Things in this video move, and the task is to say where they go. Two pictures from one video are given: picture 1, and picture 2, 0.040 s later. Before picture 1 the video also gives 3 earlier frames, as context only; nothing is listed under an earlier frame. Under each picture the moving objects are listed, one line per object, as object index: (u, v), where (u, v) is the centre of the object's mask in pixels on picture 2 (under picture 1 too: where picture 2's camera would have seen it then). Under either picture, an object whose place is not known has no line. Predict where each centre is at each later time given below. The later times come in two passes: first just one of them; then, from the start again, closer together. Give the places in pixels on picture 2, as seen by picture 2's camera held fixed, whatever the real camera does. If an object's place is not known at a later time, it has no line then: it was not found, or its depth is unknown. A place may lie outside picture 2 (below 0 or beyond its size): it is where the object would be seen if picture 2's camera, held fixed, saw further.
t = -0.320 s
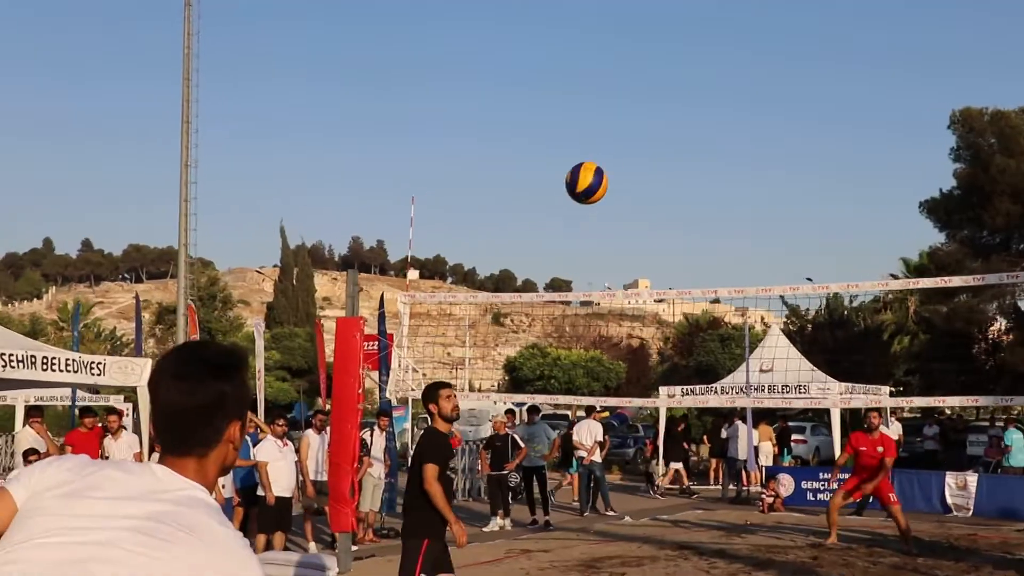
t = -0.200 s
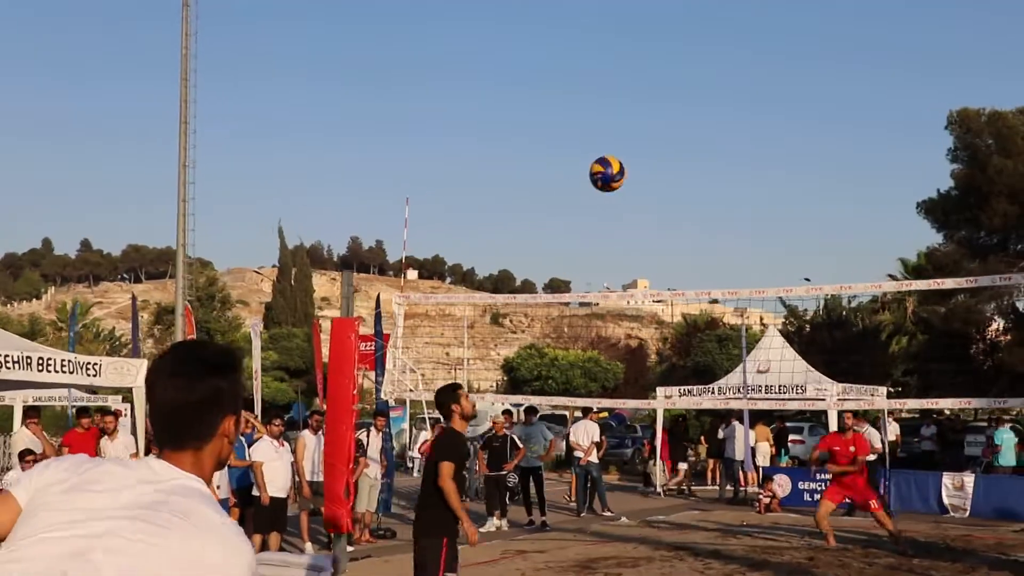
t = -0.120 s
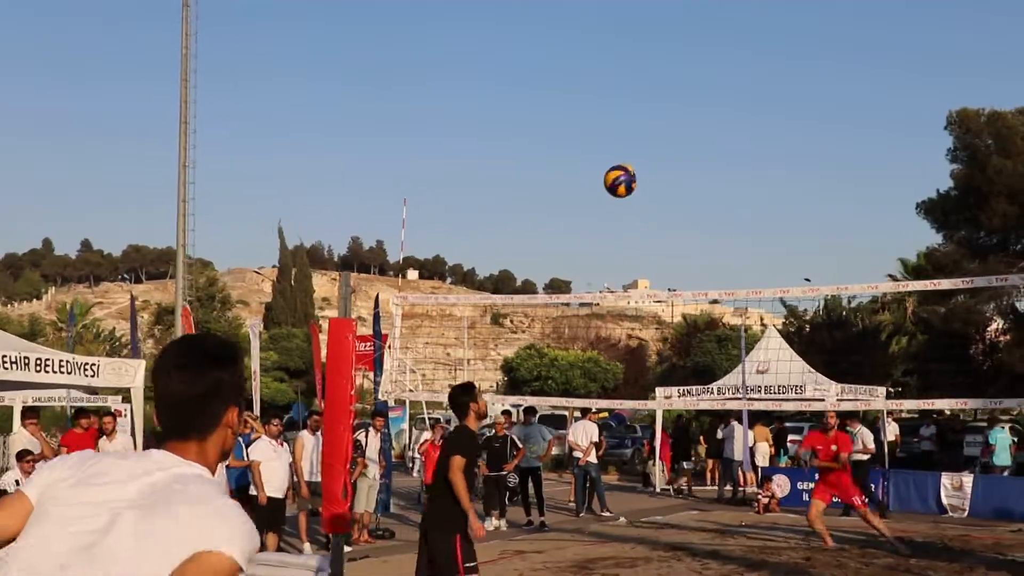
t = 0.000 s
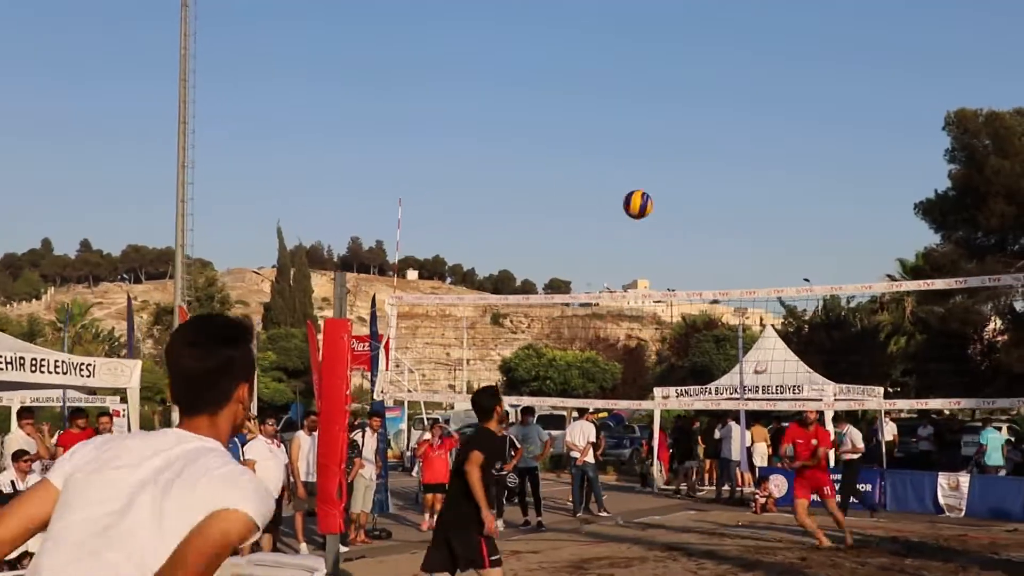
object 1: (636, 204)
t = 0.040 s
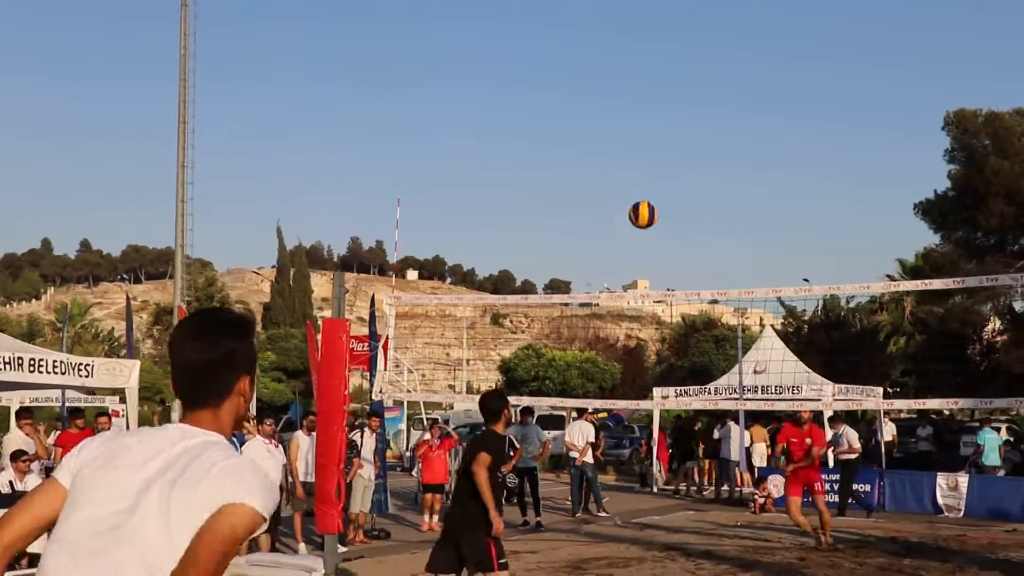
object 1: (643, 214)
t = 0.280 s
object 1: (667, 305)
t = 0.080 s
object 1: (649, 226)
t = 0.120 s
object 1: (654, 239)
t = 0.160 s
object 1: (659, 253)
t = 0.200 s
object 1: (663, 268)
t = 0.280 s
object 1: (667, 305)
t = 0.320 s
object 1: (669, 318)
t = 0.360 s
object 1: (672, 336)
